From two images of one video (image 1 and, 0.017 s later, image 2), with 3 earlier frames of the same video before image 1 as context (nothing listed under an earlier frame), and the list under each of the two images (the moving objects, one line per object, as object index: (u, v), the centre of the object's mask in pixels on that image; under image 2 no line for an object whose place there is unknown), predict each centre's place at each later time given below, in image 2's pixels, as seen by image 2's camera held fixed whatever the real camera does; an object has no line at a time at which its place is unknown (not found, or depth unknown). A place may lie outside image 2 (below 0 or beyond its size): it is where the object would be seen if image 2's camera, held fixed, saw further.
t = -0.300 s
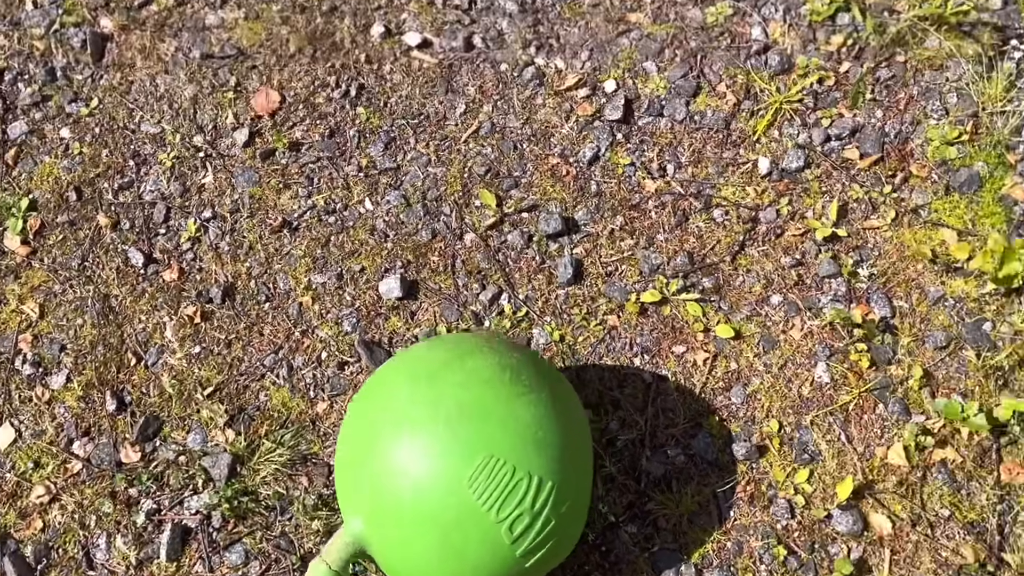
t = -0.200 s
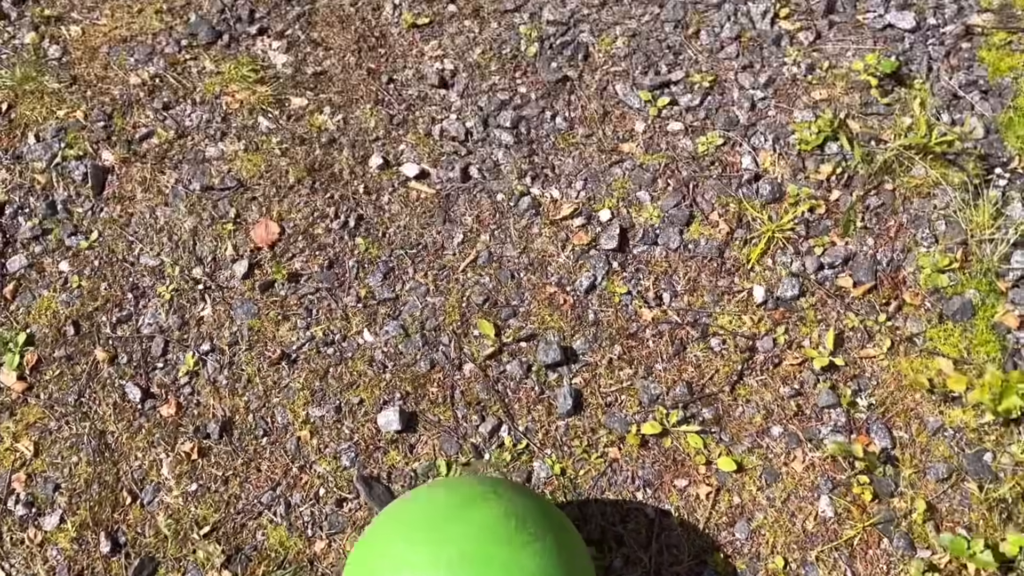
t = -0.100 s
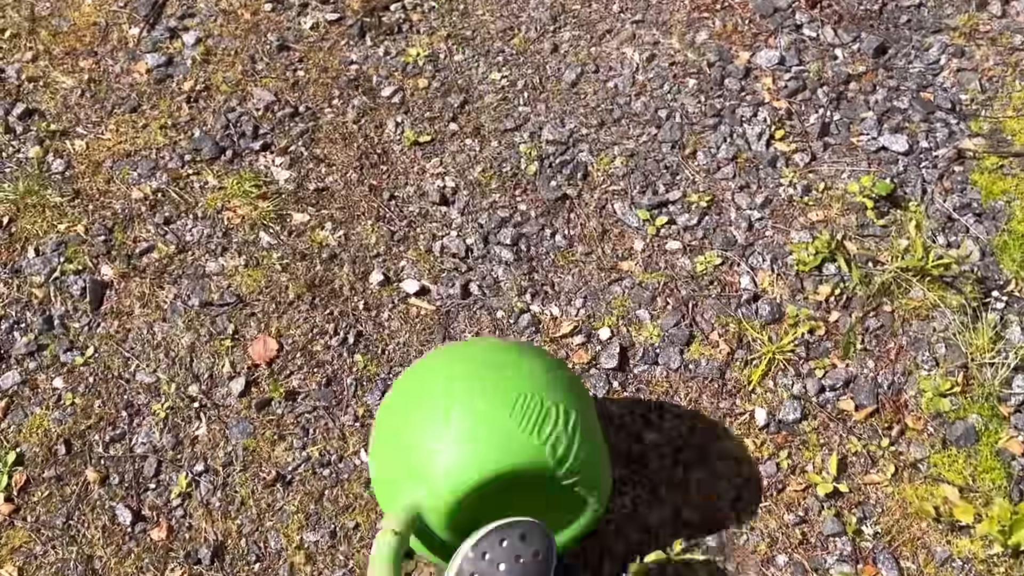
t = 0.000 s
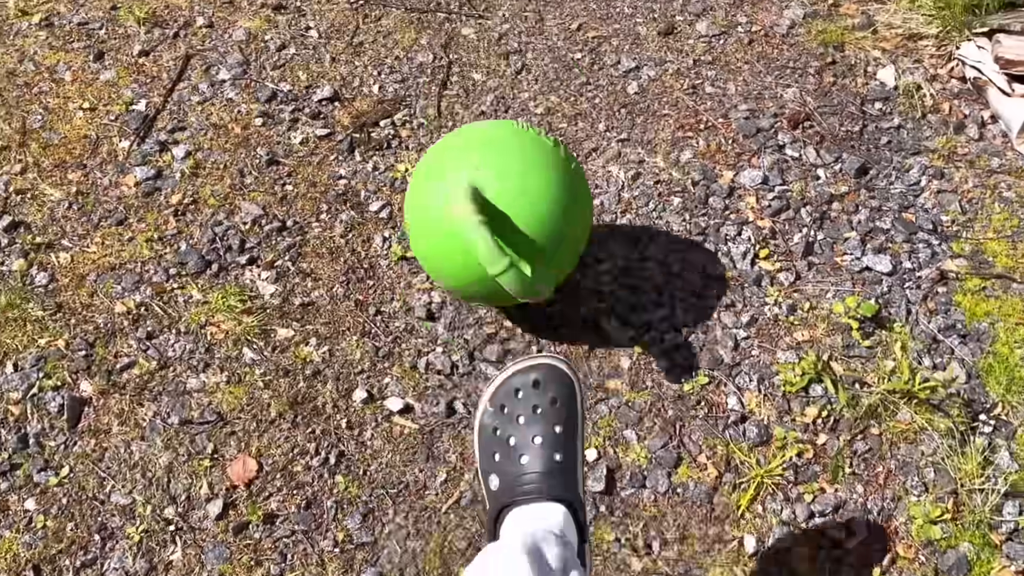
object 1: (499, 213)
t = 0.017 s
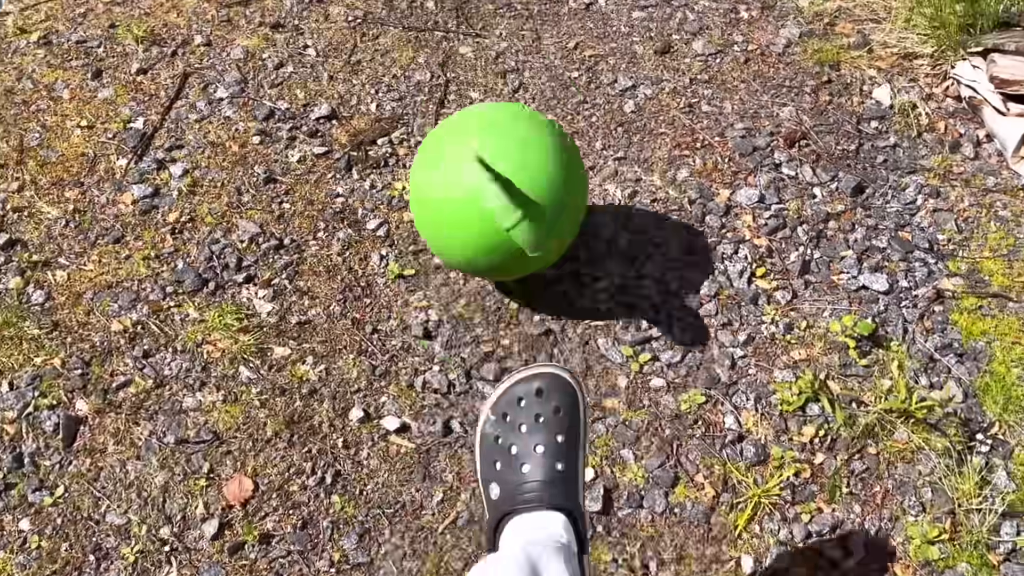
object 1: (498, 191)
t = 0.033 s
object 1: (501, 154)
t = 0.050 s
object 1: (503, 122)
